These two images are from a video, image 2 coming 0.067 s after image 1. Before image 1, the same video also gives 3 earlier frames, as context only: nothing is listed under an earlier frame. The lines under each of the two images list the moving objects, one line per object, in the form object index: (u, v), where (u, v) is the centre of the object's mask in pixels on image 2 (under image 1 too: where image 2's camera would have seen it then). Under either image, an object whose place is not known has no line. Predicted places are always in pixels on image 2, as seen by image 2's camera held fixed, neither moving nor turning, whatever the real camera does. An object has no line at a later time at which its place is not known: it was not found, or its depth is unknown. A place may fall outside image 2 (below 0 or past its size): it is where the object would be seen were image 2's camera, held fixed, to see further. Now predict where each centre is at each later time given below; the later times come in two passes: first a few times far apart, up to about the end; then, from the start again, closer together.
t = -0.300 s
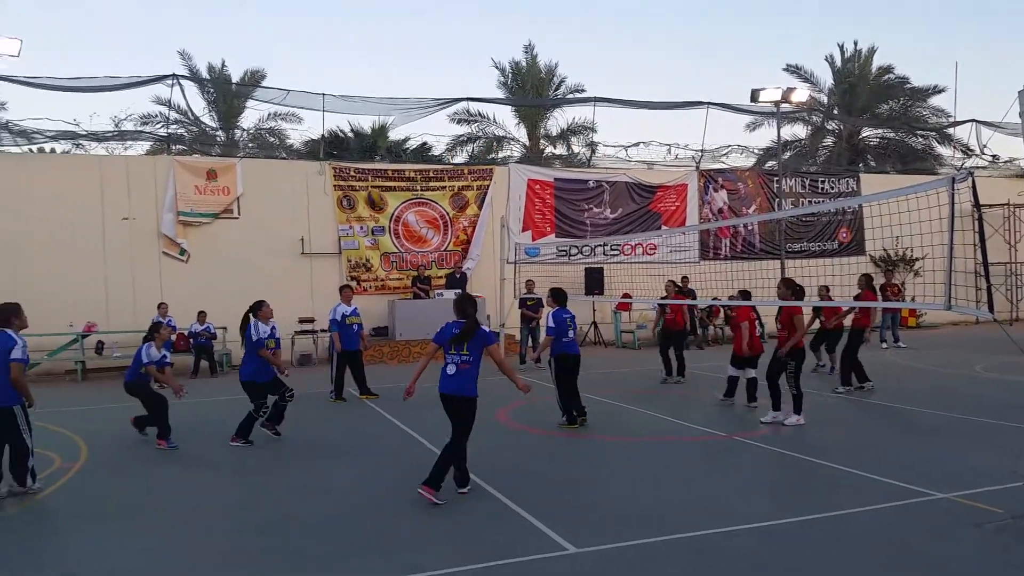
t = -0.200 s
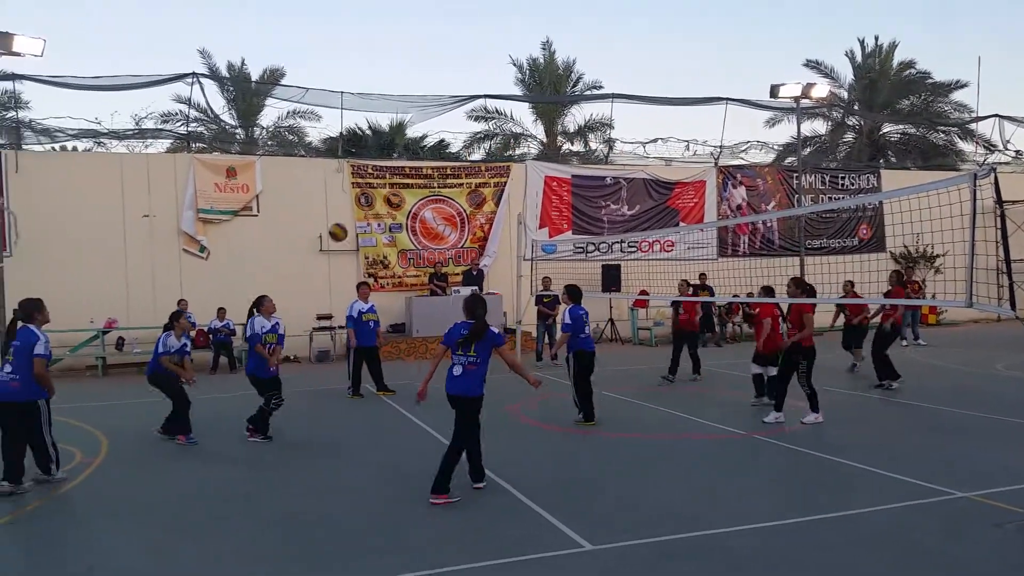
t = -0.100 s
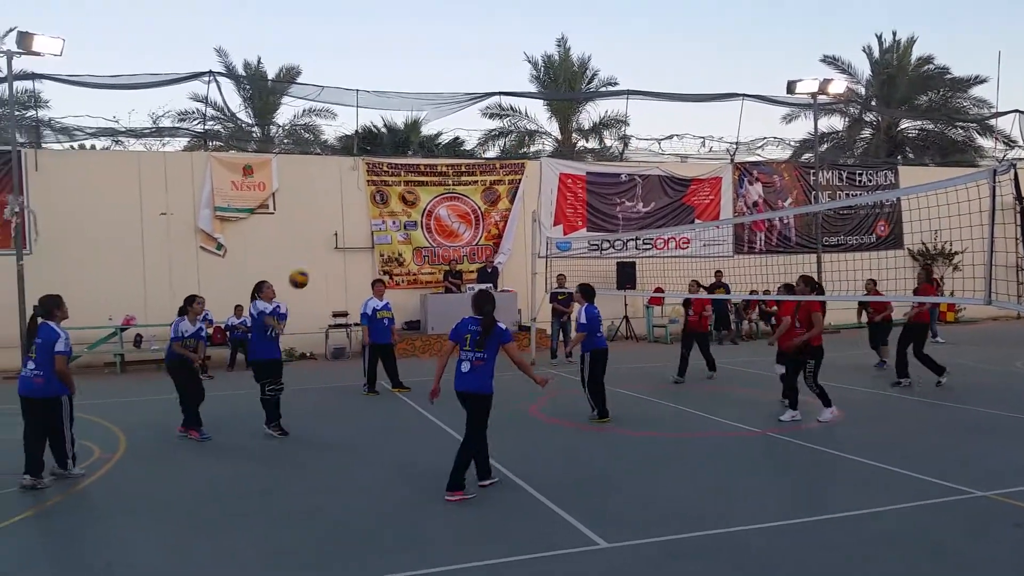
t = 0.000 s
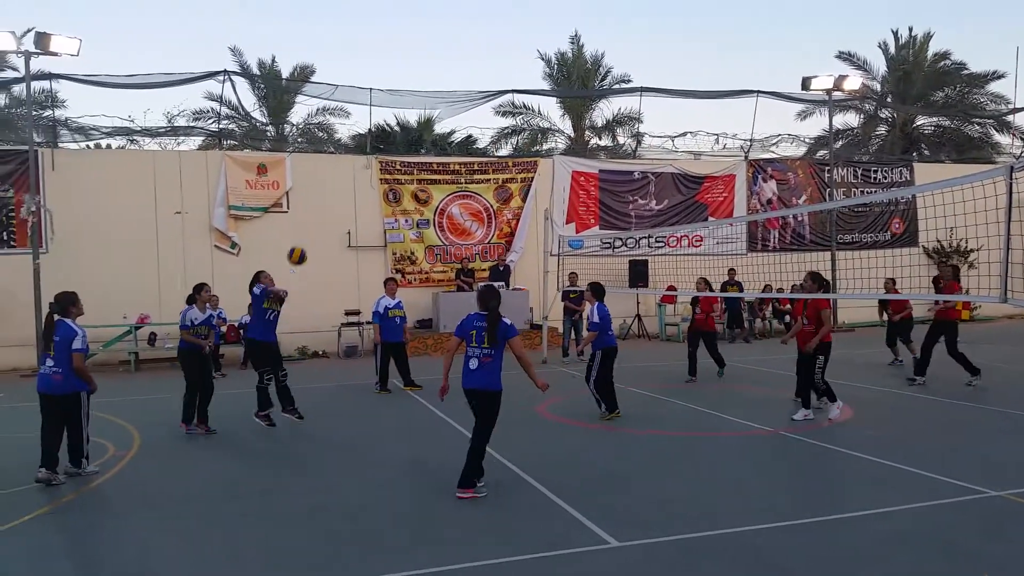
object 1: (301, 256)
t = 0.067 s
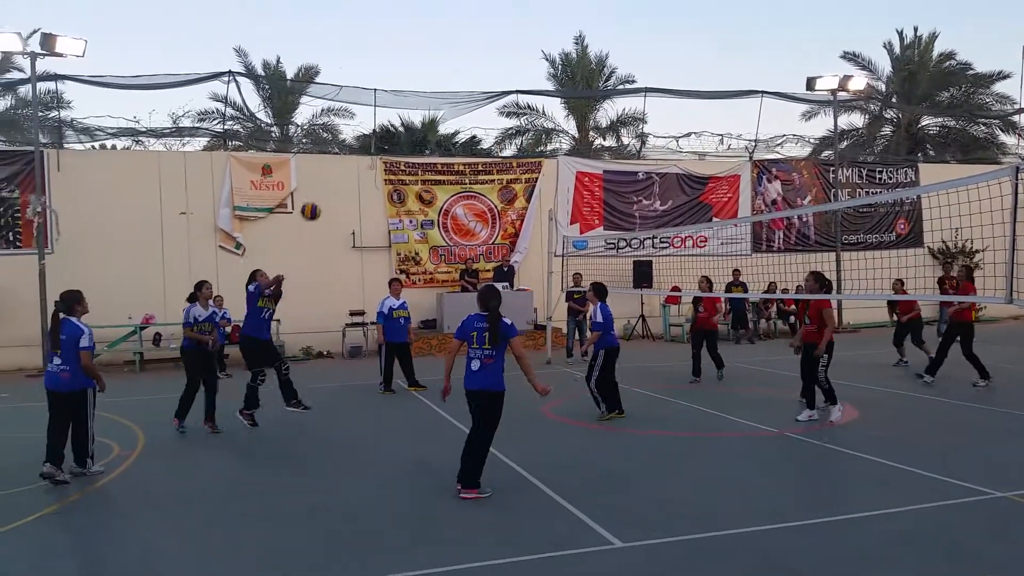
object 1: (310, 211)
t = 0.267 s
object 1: (339, 103)
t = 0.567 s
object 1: (383, 11)
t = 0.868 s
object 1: (431, 9)
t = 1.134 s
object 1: (473, 66)
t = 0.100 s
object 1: (315, 190)
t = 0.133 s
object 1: (319, 171)
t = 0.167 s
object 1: (324, 153)
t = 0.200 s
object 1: (327, 134)
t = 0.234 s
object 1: (333, 118)
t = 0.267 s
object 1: (339, 103)
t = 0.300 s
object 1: (343, 88)
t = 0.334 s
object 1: (348, 75)
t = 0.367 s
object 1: (353, 63)
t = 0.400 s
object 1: (358, 52)
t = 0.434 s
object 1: (362, 41)
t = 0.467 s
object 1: (369, 32)
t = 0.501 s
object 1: (374, 24)
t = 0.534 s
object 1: (379, 17)
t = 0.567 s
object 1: (383, 11)
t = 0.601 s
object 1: (388, 8)
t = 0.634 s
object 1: (394, 7)
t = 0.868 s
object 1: (431, 9)
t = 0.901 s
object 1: (436, 11)
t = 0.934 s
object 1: (442, 14)
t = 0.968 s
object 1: (447, 19)
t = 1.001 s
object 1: (453, 27)
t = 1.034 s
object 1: (458, 35)
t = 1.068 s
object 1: (463, 45)
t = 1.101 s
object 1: (468, 55)
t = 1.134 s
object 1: (473, 66)
